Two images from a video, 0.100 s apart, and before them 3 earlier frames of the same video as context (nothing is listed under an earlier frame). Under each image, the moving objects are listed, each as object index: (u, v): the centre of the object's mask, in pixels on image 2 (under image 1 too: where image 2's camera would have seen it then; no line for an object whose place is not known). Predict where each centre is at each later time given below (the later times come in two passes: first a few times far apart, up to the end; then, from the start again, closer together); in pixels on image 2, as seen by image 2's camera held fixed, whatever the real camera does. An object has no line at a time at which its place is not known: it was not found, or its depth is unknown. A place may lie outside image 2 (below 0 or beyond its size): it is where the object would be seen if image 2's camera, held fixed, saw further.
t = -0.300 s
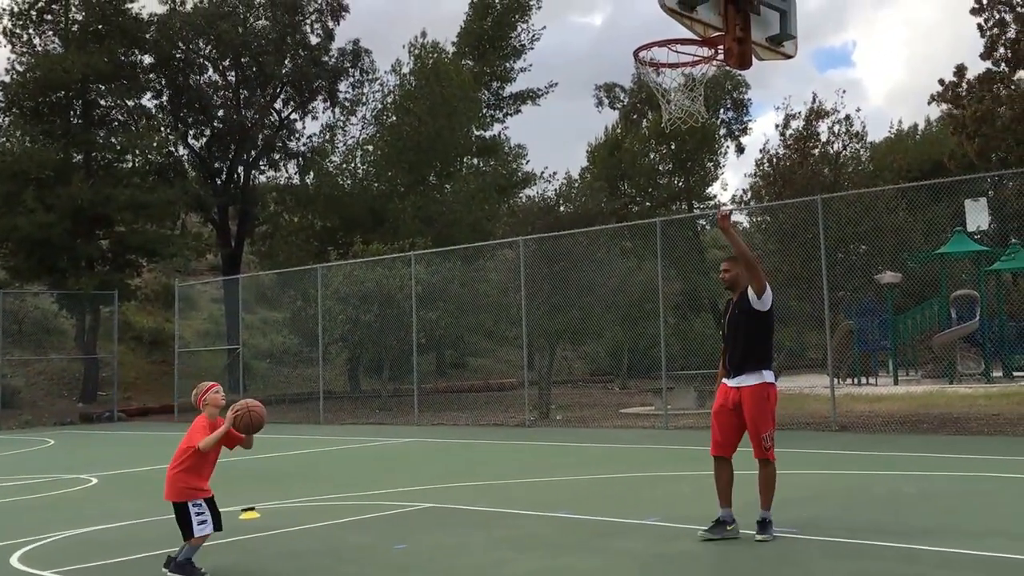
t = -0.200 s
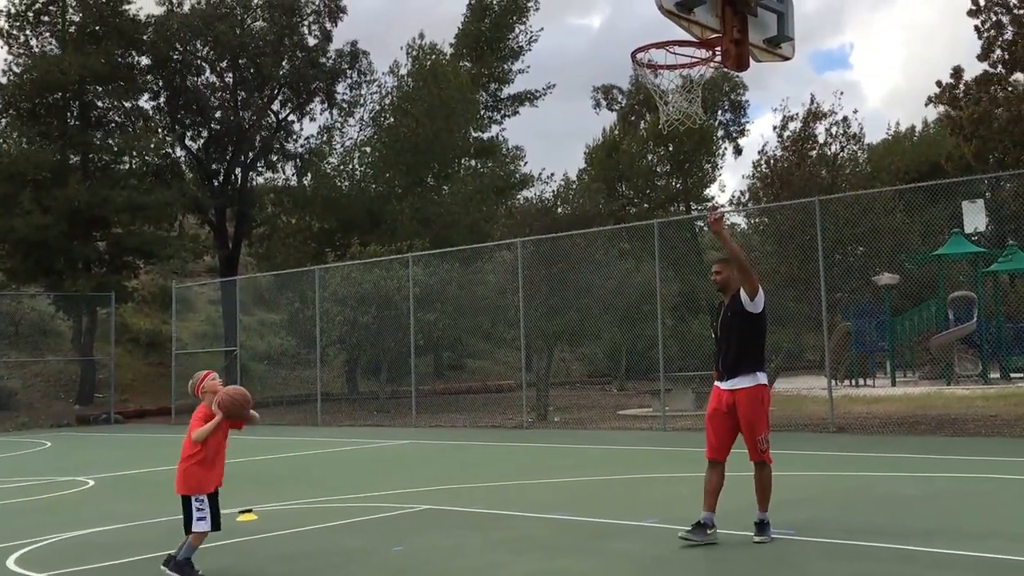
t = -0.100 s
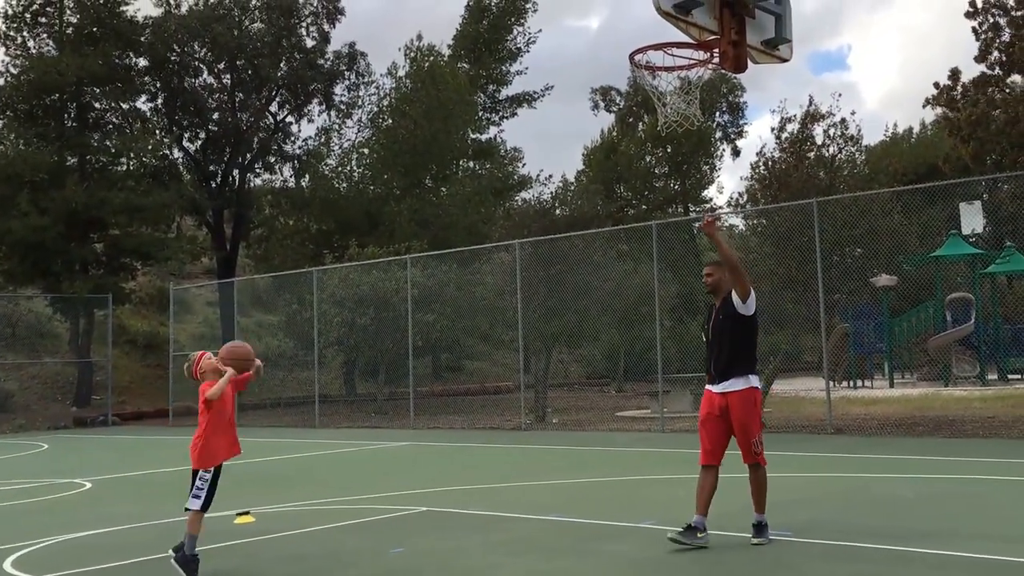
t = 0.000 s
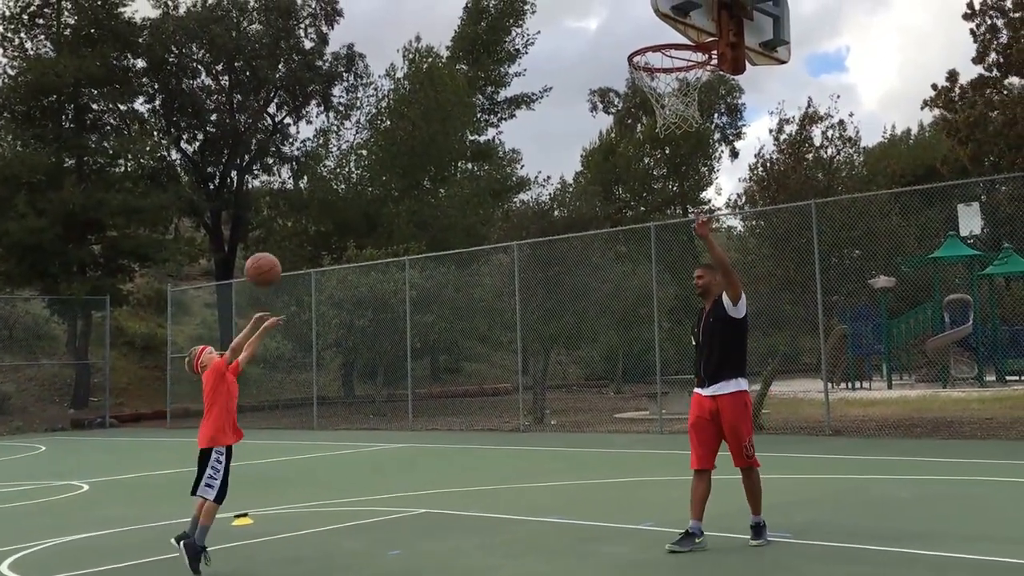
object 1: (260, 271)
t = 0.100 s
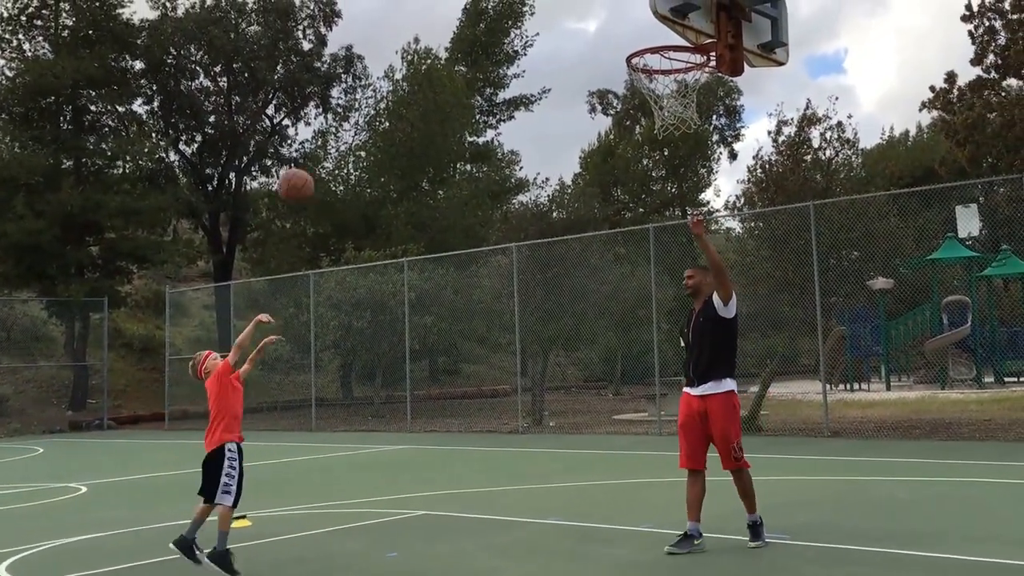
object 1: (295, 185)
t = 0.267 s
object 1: (354, 76)
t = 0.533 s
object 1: (459, -3)
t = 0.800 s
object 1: (576, 1)
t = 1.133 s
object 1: (720, 141)
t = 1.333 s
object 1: (783, 285)
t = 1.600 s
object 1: (876, 557)
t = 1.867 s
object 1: (878, 331)
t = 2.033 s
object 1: (888, 252)
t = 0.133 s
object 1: (305, 161)
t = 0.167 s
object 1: (318, 137)
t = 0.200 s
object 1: (330, 116)
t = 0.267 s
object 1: (354, 76)
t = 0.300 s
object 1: (366, 59)
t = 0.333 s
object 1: (379, 43)
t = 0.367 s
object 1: (392, 29)
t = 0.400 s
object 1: (405, 16)
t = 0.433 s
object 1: (418, 8)
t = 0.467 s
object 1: (431, 3)
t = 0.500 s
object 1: (445, 0)
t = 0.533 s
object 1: (459, -3)
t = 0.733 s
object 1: (545, -5)
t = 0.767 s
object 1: (561, -3)
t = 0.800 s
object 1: (576, 1)
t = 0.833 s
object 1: (591, 5)
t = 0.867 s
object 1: (608, 12)
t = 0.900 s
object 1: (624, 25)
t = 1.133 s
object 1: (720, 141)
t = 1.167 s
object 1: (730, 160)
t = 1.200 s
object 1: (741, 181)
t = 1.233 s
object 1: (751, 204)
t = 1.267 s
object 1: (760, 228)
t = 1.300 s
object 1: (771, 255)
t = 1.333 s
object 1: (783, 285)
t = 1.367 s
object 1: (794, 317)
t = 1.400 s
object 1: (805, 349)
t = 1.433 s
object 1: (817, 387)
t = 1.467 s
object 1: (830, 426)
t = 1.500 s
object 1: (842, 467)
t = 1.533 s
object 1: (856, 511)
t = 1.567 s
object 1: (869, 554)
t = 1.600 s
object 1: (876, 557)
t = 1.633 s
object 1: (874, 527)
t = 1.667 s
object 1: (875, 493)
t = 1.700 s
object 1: (874, 461)
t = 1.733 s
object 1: (874, 431)
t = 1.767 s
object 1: (874, 403)
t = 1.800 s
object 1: (876, 377)
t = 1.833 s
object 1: (876, 351)
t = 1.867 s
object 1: (878, 331)
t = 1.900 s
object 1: (880, 311)
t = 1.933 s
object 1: (882, 293)
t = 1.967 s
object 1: (884, 277)
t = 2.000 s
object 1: (885, 264)
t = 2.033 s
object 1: (888, 252)
